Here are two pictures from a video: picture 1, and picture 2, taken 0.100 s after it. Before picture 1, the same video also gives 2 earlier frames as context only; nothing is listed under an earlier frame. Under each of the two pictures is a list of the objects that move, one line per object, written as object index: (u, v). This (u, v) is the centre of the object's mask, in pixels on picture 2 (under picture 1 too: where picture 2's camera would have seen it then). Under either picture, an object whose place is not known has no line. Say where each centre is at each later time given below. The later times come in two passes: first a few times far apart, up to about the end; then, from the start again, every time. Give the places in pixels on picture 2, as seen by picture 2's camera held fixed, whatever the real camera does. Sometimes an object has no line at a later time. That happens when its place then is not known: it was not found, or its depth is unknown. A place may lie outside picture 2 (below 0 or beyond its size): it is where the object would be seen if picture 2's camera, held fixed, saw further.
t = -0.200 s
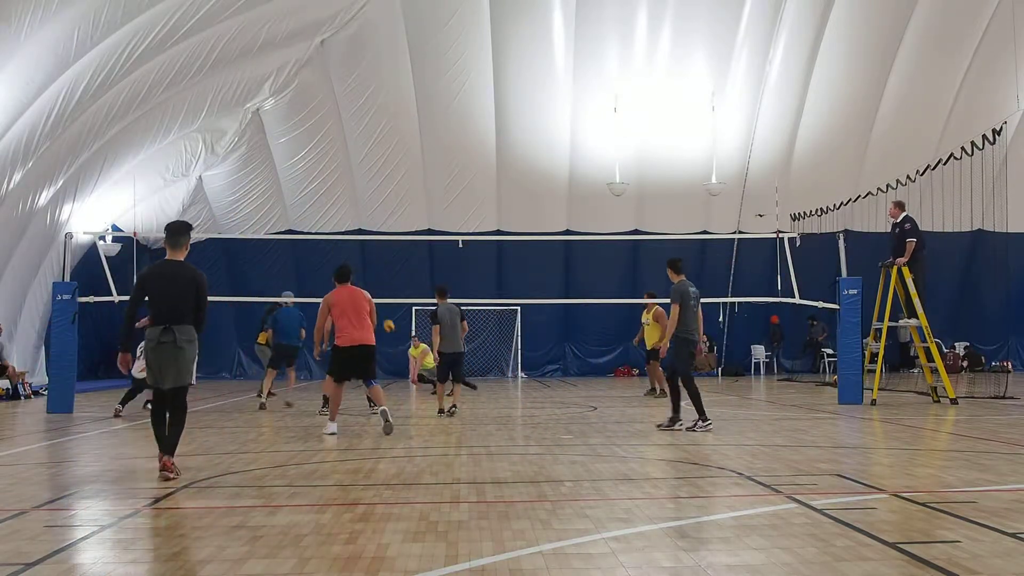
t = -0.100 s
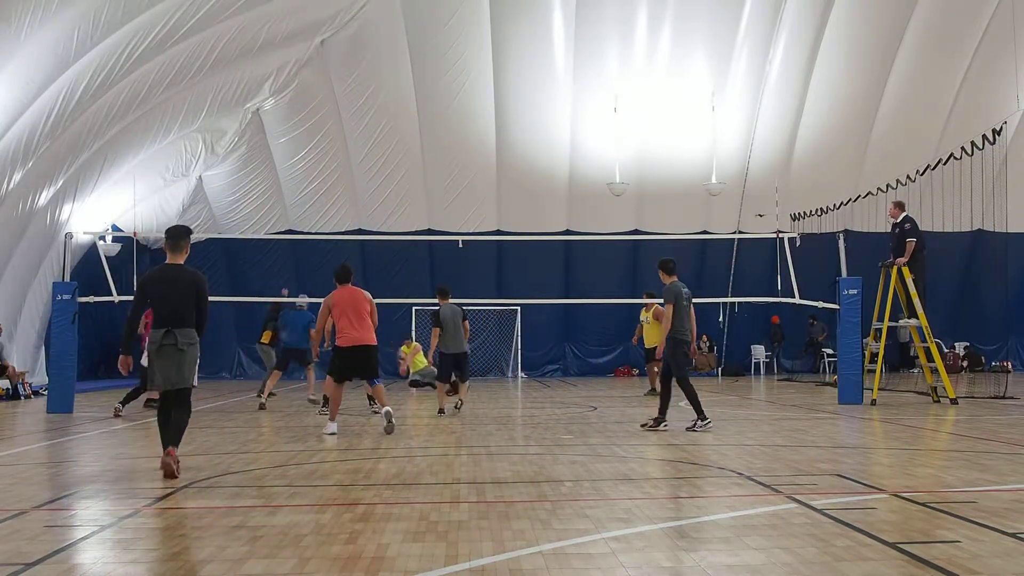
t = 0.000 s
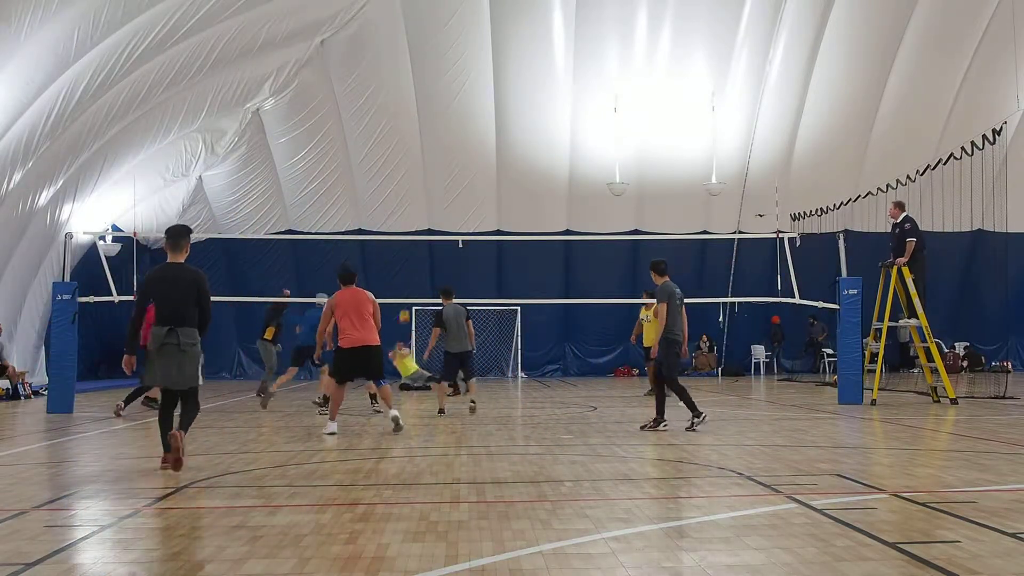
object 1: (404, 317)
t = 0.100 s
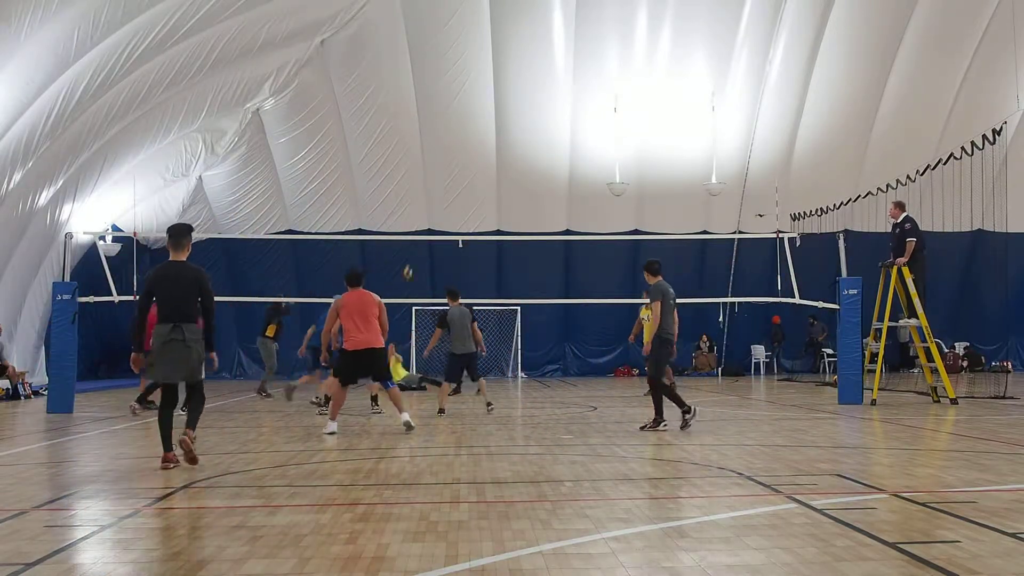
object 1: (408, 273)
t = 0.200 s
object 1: (410, 232)
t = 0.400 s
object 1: (415, 169)
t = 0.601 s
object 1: (423, 124)
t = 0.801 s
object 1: (431, 99)
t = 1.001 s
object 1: (439, 94)
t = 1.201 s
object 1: (449, 111)
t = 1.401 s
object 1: (459, 152)
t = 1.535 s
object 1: (465, 193)
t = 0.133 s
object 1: (408, 259)
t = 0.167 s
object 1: (408, 247)
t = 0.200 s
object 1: (410, 232)
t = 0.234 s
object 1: (411, 222)
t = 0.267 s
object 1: (411, 210)
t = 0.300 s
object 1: (413, 199)
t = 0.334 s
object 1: (413, 188)
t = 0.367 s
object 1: (414, 178)
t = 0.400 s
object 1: (415, 169)
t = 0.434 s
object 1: (417, 160)
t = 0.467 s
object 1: (419, 151)
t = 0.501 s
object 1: (419, 144)
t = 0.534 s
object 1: (421, 137)
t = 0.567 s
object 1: (422, 130)
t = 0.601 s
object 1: (423, 124)
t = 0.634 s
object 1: (424, 118)
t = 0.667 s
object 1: (426, 113)
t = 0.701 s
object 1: (427, 108)
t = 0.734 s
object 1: (428, 105)
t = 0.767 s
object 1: (429, 102)
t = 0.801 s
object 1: (431, 99)
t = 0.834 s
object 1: (432, 97)
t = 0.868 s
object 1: (433, 94)
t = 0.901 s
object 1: (435, 93)
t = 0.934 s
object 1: (437, 93)
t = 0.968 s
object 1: (438, 93)
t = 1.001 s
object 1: (439, 94)
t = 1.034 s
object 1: (441, 95)
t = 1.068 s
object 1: (442, 97)
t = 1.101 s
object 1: (444, 100)
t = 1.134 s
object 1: (445, 103)
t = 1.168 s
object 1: (447, 106)
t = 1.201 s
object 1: (449, 111)
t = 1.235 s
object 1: (450, 116)
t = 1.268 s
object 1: (452, 122)
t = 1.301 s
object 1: (454, 129)
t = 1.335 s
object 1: (455, 135)
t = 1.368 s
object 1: (456, 144)
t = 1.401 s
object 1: (459, 152)
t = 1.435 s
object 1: (460, 161)
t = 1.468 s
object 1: (462, 171)
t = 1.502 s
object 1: (464, 181)
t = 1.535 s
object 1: (465, 193)
